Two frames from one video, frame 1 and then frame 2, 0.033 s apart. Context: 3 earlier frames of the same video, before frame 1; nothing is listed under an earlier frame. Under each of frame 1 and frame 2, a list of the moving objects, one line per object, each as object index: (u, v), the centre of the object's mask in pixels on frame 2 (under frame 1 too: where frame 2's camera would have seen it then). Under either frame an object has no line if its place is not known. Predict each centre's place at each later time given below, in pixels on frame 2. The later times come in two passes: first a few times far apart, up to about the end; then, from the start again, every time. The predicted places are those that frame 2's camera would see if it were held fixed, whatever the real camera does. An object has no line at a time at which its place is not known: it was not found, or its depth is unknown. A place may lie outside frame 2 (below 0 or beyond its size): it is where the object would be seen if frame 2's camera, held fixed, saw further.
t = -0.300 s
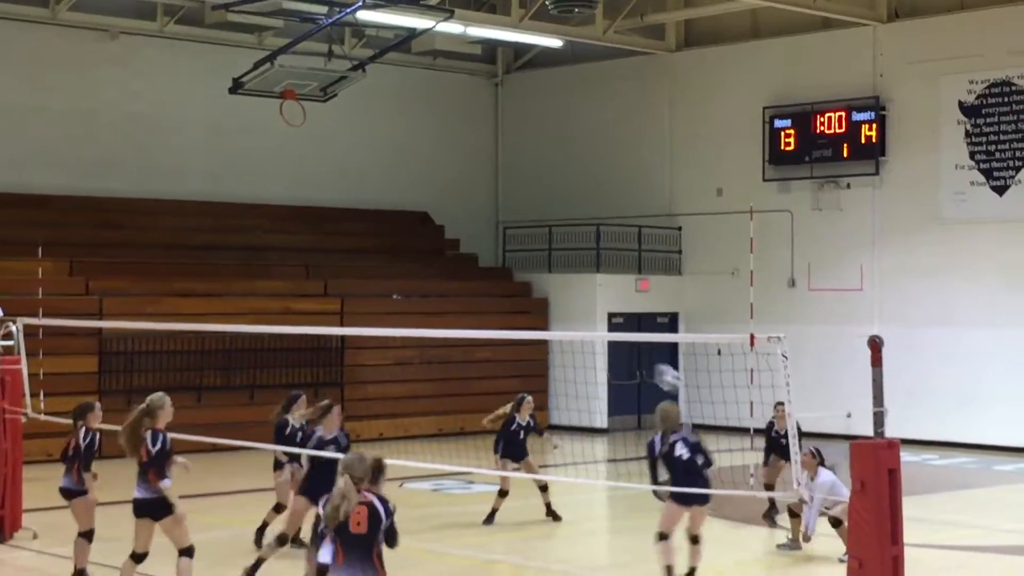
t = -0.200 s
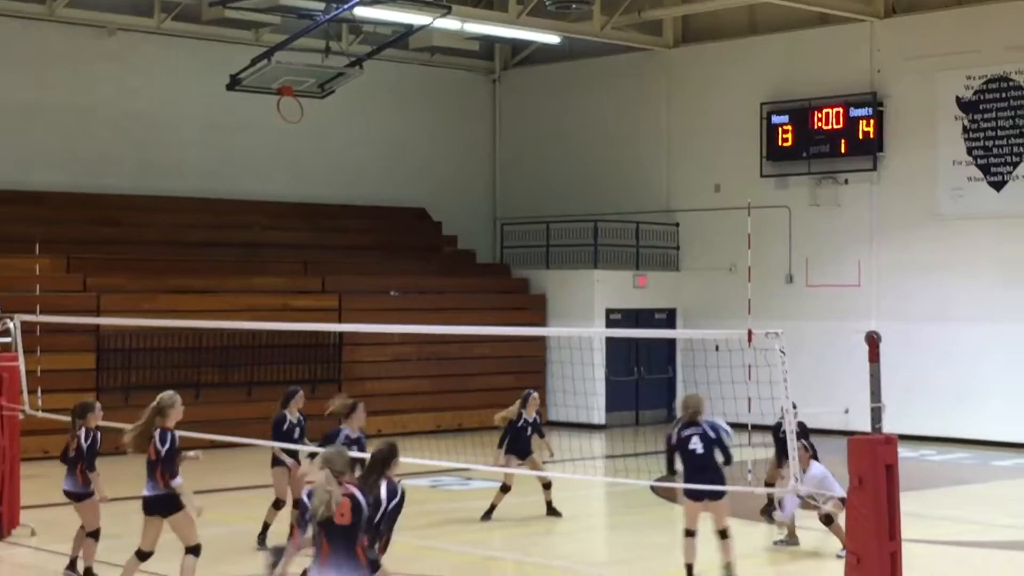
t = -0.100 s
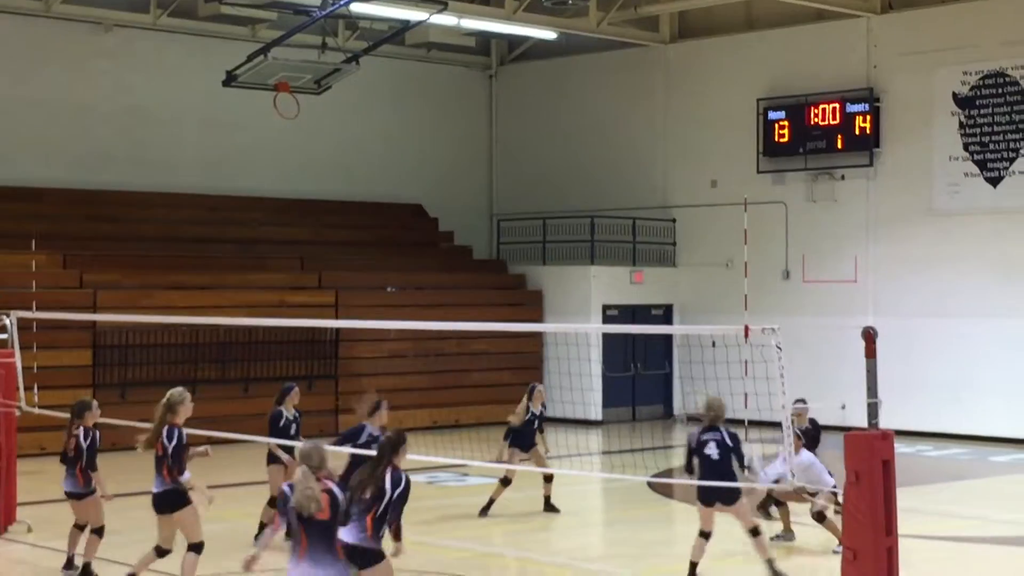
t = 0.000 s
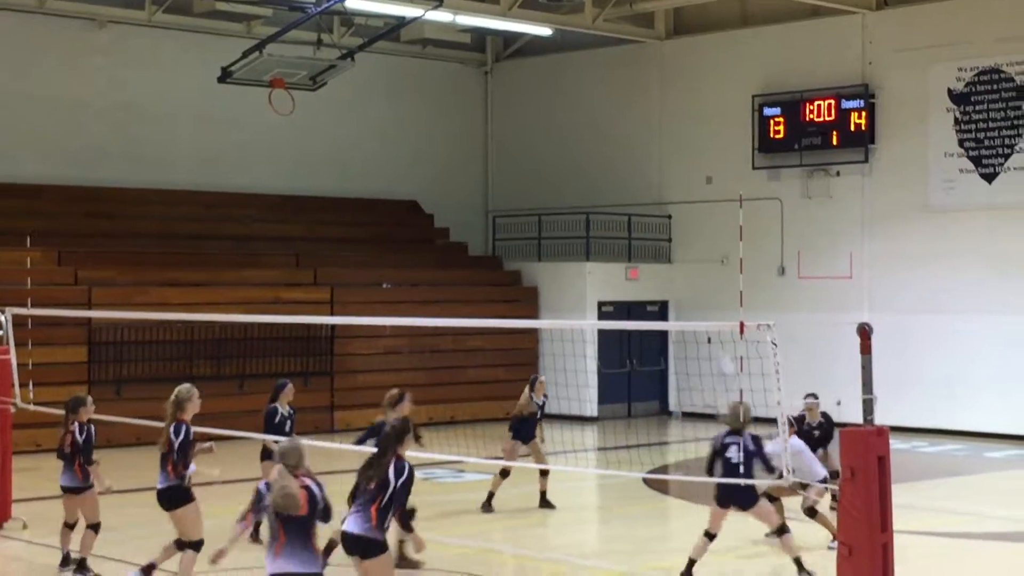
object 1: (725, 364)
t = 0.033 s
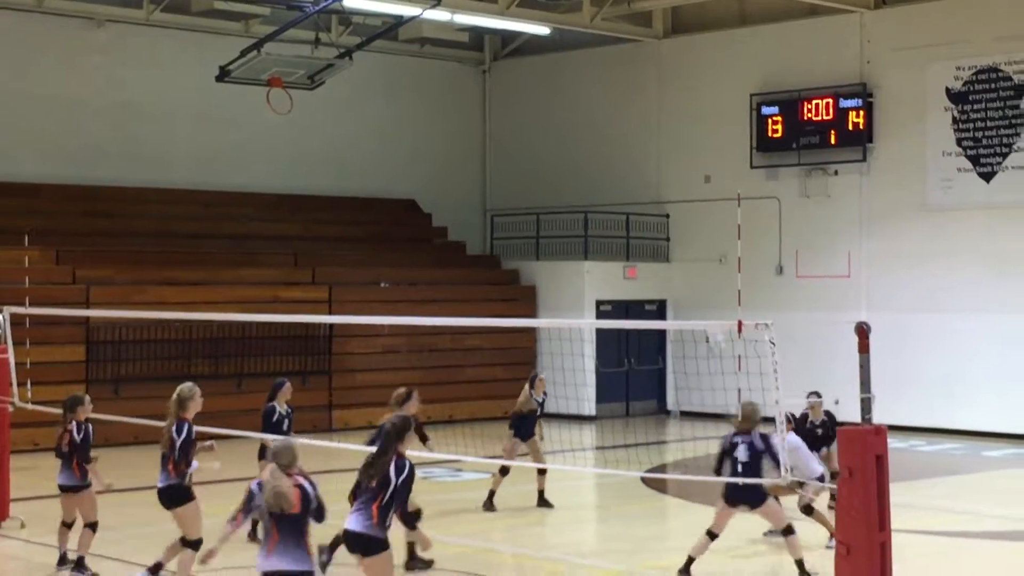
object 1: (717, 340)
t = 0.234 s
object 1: (669, 199)
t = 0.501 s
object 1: (613, 78)
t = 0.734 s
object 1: (564, 30)
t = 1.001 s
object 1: (509, 43)
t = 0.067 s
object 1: (709, 309)
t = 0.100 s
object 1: (702, 286)
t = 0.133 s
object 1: (693, 264)
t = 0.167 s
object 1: (684, 241)
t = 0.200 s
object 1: (676, 218)
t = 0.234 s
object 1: (669, 199)
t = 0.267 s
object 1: (662, 180)
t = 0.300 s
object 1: (653, 162)
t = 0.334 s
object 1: (647, 146)
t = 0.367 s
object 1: (640, 130)
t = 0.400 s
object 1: (633, 116)
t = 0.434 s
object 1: (626, 100)
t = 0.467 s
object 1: (620, 89)
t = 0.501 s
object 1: (613, 78)
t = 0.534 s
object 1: (605, 68)
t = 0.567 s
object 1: (598, 58)
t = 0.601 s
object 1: (593, 50)
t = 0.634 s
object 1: (586, 44)
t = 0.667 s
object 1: (579, 39)
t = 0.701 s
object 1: (572, 34)
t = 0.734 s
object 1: (564, 30)
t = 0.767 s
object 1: (557, 28)
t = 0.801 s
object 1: (551, 26)
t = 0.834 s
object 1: (543, 26)
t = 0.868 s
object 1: (538, 28)
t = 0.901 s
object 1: (529, 30)
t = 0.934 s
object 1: (522, 34)
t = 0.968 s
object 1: (515, 39)
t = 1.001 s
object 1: (509, 43)
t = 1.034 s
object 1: (502, 49)
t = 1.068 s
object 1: (495, 56)
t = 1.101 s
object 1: (488, 66)
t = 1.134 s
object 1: (481, 76)
